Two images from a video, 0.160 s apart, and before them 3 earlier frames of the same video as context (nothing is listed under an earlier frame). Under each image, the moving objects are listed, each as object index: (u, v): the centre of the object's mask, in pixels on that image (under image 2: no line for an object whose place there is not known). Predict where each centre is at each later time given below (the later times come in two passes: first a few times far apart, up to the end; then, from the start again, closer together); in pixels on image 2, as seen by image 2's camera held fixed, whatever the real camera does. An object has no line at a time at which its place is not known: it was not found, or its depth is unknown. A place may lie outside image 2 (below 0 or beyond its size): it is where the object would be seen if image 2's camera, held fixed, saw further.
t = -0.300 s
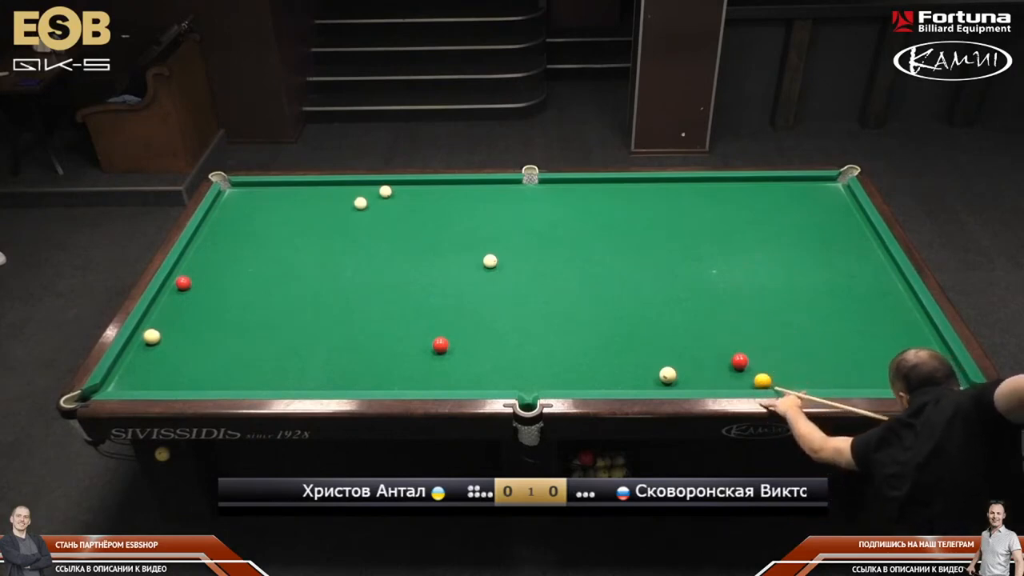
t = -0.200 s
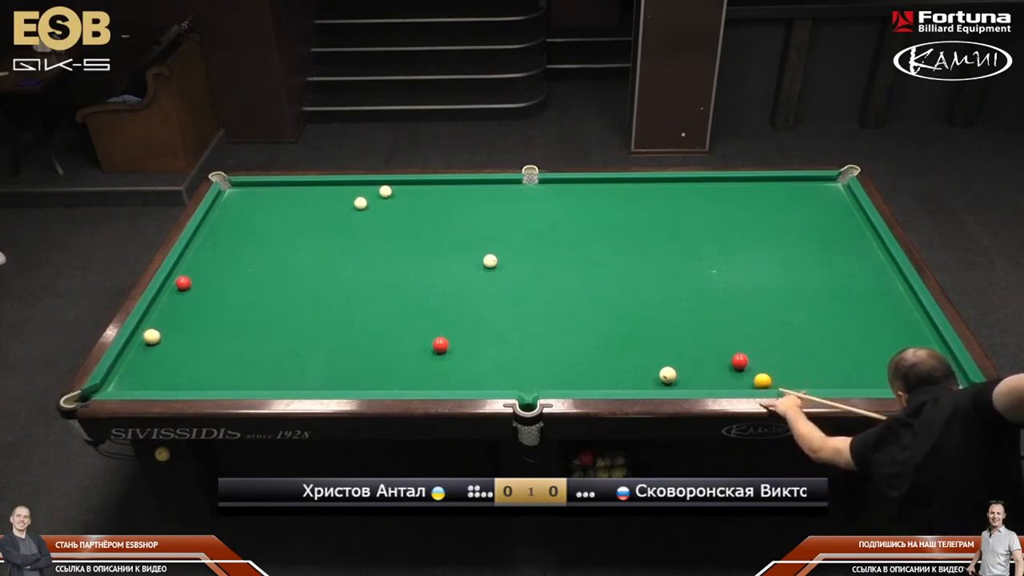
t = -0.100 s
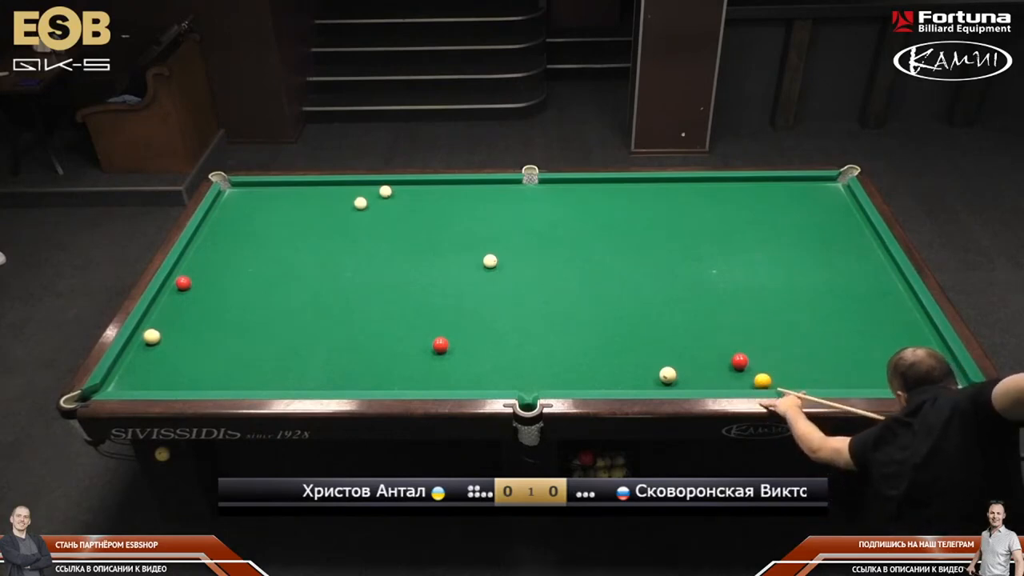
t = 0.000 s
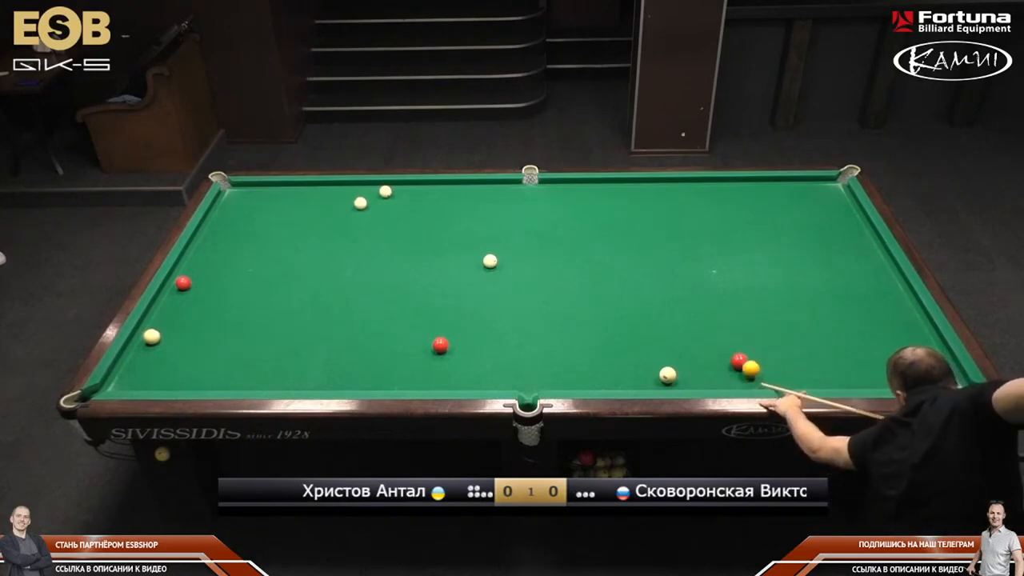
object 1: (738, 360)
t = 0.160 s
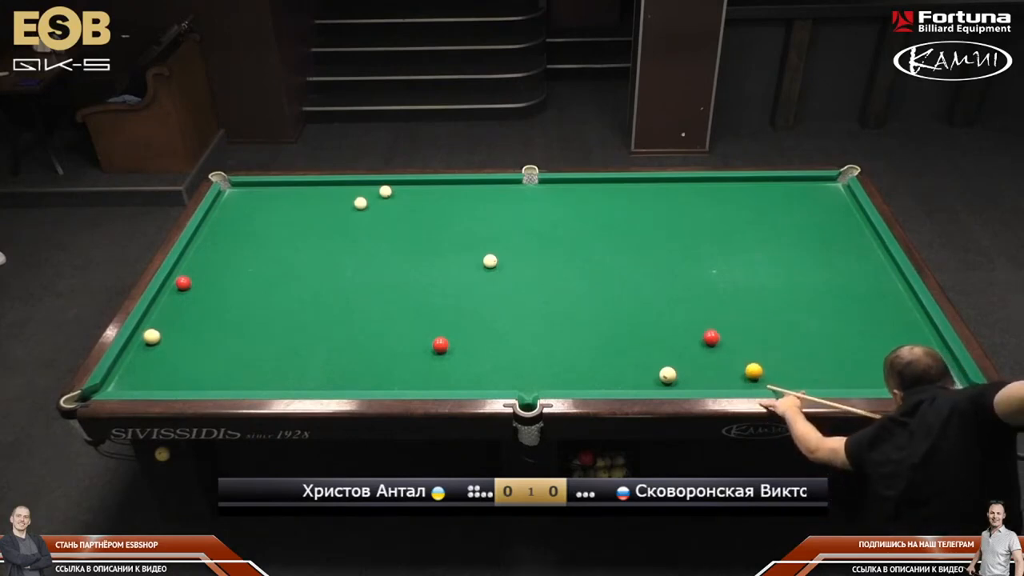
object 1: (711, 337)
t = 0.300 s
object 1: (690, 320)
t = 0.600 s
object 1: (650, 286)
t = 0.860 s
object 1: (619, 260)
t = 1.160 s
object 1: (587, 234)
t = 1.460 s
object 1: (559, 210)
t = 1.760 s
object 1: (534, 189)
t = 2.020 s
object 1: (531, 188)
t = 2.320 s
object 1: (543, 199)
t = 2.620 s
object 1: (554, 211)
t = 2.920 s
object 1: (566, 222)
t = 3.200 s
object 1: (576, 232)
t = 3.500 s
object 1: (587, 243)
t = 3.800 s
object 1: (597, 254)
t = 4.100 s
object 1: (608, 265)
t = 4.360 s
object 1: (616, 274)
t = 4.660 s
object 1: (625, 284)
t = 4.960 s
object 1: (634, 293)
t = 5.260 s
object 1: (642, 302)
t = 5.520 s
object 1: (649, 310)
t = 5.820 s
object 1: (656, 318)
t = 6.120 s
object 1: (662, 325)
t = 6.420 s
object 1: (669, 332)
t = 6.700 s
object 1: (674, 337)
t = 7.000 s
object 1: (678, 342)
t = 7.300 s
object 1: (682, 346)
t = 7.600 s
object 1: (684, 350)
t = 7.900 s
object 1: (687, 352)
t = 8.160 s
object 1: (688, 353)
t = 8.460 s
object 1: (689, 354)
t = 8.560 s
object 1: (689, 354)
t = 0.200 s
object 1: (705, 332)
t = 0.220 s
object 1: (702, 330)
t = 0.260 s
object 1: (696, 325)
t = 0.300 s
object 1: (690, 320)
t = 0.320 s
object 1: (687, 317)
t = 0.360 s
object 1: (682, 313)
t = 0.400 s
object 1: (676, 308)
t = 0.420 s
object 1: (673, 305)
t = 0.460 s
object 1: (668, 301)
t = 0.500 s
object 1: (662, 297)
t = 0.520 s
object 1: (660, 294)
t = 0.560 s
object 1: (655, 290)
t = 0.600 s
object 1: (650, 286)
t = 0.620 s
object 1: (647, 283)
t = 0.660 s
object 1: (642, 280)
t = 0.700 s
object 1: (638, 275)
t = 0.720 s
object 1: (635, 273)
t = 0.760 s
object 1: (630, 269)
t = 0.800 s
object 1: (626, 266)
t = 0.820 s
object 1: (624, 264)
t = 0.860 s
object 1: (619, 260)
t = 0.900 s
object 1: (615, 256)
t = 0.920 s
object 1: (612, 255)
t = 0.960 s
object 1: (608, 251)
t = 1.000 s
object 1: (604, 247)
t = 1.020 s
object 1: (601, 246)
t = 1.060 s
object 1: (597, 242)
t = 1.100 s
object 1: (593, 239)
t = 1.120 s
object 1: (591, 237)
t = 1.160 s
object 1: (587, 234)
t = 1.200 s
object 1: (583, 230)
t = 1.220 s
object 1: (581, 229)
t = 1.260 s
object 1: (577, 226)
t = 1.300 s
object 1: (574, 223)
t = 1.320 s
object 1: (572, 221)
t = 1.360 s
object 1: (568, 218)
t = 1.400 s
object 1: (564, 215)
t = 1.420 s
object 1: (562, 213)
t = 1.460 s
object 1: (559, 210)
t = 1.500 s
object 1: (556, 207)
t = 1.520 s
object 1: (554, 206)
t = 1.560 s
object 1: (550, 203)
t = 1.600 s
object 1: (547, 200)
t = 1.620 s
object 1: (545, 199)
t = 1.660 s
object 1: (542, 196)
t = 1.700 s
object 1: (539, 193)
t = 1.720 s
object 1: (537, 192)
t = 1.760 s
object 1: (534, 189)
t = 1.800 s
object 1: (531, 186)
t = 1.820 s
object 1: (529, 185)
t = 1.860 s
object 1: (526, 183)
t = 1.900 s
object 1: (526, 182)
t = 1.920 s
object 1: (527, 183)
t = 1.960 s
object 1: (529, 185)
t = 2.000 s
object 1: (530, 187)
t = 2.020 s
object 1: (531, 188)
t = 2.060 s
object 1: (533, 189)
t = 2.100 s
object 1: (534, 190)
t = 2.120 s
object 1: (535, 191)
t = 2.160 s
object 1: (536, 193)
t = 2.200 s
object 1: (538, 194)
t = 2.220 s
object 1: (539, 195)
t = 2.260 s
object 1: (540, 197)
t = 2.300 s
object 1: (542, 198)
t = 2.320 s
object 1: (543, 199)
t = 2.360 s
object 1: (544, 201)
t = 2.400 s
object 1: (546, 202)
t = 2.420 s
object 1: (547, 203)
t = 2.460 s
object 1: (548, 204)
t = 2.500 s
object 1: (550, 206)
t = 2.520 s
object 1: (550, 207)
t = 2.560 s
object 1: (552, 208)
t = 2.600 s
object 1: (554, 210)
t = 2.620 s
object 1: (554, 211)
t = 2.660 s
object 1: (556, 212)
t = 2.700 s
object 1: (557, 213)
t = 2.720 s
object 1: (558, 214)
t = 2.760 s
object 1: (559, 216)
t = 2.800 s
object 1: (561, 217)
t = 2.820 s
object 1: (562, 218)
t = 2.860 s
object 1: (563, 220)
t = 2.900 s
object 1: (565, 221)
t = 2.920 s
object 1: (566, 222)
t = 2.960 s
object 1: (567, 223)
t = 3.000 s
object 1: (569, 225)
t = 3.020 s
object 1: (569, 226)
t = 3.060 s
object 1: (571, 227)
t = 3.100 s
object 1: (572, 228)
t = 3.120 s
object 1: (573, 229)
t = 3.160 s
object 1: (575, 231)
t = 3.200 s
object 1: (576, 232)
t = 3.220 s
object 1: (577, 233)
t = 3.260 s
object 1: (578, 234)
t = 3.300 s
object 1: (580, 236)
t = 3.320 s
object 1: (580, 237)
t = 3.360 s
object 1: (582, 238)
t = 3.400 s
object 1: (583, 240)
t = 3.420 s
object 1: (584, 240)
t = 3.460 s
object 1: (585, 242)
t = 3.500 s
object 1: (587, 243)
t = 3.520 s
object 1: (588, 244)
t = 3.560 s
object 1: (589, 246)
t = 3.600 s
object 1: (591, 247)
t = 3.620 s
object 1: (591, 248)
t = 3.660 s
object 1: (593, 249)
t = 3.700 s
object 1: (594, 250)
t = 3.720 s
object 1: (595, 251)
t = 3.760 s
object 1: (596, 253)
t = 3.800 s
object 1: (597, 254)
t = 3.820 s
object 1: (598, 255)
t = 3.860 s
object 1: (600, 256)
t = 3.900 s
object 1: (601, 258)
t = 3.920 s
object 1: (602, 258)
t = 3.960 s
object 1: (603, 260)
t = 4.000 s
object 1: (604, 261)
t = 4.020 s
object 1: (605, 262)
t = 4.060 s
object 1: (606, 263)
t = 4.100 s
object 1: (608, 265)
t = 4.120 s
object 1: (608, 265)
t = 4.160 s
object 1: (610, 267)
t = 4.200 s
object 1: (611, 268)
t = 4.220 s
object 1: (612, 269)
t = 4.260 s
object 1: (613, 270)
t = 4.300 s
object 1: (614, 272)
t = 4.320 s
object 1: (615, 272)
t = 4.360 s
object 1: (616, 274)
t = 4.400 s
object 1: (617, 275)
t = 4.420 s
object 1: (618, 276)
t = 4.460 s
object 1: (619, 277)
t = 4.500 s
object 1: (620, 278)
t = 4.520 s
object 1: (621, 279)
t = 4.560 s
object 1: (622, 280)
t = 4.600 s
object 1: (623, 282)
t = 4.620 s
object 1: (624, 282)
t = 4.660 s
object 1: (625, 284)
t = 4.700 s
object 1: (626, 285)
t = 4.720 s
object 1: (627, 285)
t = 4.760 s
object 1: (628, 287)
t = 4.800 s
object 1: (629, 288)
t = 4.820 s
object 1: (630, 289)
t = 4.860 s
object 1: (631, 290)
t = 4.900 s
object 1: (632, 292)
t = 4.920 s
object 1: (632, 292)
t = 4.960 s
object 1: (634, 293)
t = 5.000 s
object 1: (635, 295)
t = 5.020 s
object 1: (635, 295)
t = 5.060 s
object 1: (636, 296)
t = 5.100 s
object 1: (638, 297)
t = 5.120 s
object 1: (638, 298)
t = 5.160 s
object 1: (639, 299)
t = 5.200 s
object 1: (640, 301)
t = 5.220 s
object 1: (641, 301)
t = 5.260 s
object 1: (642, 302)
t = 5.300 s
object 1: (643, 303)
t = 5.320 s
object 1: (644, 304)
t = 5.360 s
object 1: (644, 305)
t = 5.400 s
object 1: (645, 306)
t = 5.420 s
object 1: (645, 307)
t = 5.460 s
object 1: (647, 308)
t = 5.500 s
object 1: (648, 309)
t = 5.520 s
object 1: (649, 310)
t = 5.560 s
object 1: (650, 311)
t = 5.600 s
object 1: (651, 312)
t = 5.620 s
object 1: (651, 312)
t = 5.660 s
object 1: (652, 314)
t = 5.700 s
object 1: (653, 315)
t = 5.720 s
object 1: (653, 315)
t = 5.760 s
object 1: (654, 316)
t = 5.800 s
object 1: (655, 317)
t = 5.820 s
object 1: (656, 318)
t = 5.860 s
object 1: (657, 319)
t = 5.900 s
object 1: (657, 320)
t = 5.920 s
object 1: (658, 320)
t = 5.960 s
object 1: (659, 321)
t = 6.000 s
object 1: (660, 322)
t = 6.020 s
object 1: (660, 323)
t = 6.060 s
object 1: (661, 324)
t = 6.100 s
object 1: (662, 324)
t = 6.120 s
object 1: (662, 325)
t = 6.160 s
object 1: (663, 326)
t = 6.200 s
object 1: (664, 327)
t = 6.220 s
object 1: (664, 327)
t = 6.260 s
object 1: (665, 328)
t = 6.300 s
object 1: (666, 329)
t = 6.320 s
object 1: (667, 329)
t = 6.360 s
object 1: (667, 330)
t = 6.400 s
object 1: (668, 331)
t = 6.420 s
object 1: (669, 332)
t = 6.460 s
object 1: (669, 332)
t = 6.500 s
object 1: (670, 333)
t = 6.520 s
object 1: (670, 334)
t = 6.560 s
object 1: (671, 334)
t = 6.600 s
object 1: (672, 335)
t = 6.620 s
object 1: (672, 336)
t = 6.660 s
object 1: (673, 336)
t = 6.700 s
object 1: (674, 337)
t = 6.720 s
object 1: (674, 338)
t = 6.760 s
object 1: (674, 338)
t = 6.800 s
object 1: (675, 339)
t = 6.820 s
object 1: (676, 339)
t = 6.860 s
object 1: (676, 340)
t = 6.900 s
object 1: (677, 341)
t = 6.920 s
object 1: (677, 341)
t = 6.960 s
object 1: (678, 342)
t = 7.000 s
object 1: (678, 342)
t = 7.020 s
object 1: (678, 342)
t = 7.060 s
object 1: (679, 343)
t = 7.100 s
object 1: (679, 344)
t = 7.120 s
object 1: (679, 344)
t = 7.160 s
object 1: (680, 345)
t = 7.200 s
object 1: (680, 345)
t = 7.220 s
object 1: (681, 346)
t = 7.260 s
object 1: (681, 346)
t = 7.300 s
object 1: (682, 346)
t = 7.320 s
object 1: (682, 347)
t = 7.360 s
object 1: (682, 347)
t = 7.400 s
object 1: (683, 348)
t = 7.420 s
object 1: (683, 348)
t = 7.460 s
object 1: (683, 349)
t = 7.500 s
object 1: (684, 349)
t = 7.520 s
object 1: (684, 349)
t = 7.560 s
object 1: (684, 350)
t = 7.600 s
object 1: (684, 350)
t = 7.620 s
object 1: (685, 350)
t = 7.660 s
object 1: (685, 351)
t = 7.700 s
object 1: (685, 351)
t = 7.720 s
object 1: (685, 351)
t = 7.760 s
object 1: (686, 351)
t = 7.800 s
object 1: (686, 352)
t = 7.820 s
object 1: (686, 352)
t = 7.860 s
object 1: (687, 352)
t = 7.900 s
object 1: (687, 352)
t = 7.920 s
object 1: (687, 352)
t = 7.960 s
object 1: (687, 353)
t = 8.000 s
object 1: (687, 353)
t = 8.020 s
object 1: (687, 353)
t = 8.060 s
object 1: (688, 353)
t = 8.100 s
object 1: (688, 353)
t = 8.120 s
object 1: (688, 353)
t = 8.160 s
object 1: (688, 353)
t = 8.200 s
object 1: (688, 354)
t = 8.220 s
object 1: (688, 354)
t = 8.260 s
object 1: (688, 354)
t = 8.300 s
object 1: (688, 354)
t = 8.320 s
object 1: (688, 354)
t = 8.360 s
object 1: (689, 354)
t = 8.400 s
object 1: (689, 354)
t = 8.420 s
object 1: (689, 354)
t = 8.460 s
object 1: (689, 354)
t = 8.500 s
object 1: (689, 354)
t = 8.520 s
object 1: (689, 354)
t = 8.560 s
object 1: (689, 354)
